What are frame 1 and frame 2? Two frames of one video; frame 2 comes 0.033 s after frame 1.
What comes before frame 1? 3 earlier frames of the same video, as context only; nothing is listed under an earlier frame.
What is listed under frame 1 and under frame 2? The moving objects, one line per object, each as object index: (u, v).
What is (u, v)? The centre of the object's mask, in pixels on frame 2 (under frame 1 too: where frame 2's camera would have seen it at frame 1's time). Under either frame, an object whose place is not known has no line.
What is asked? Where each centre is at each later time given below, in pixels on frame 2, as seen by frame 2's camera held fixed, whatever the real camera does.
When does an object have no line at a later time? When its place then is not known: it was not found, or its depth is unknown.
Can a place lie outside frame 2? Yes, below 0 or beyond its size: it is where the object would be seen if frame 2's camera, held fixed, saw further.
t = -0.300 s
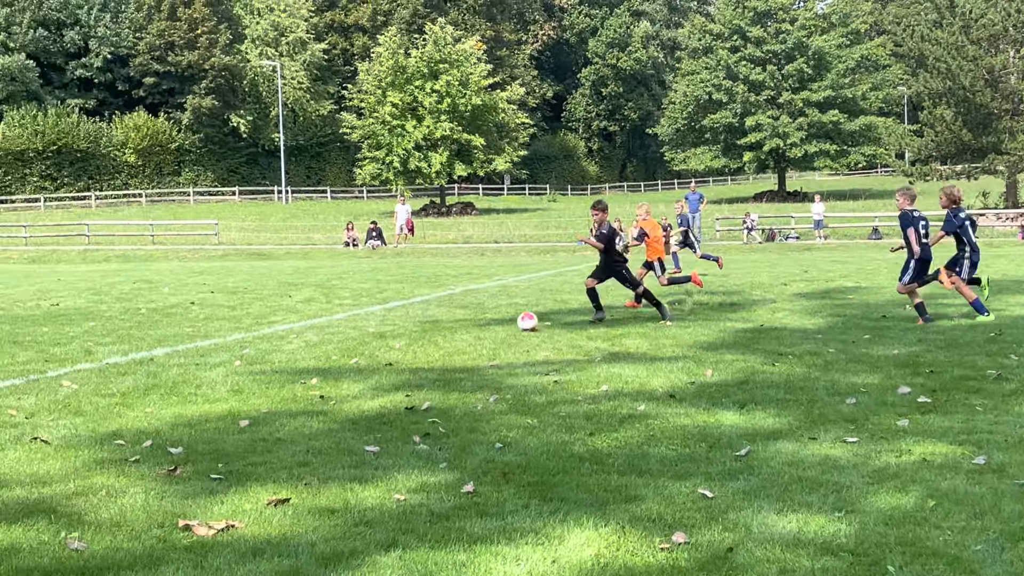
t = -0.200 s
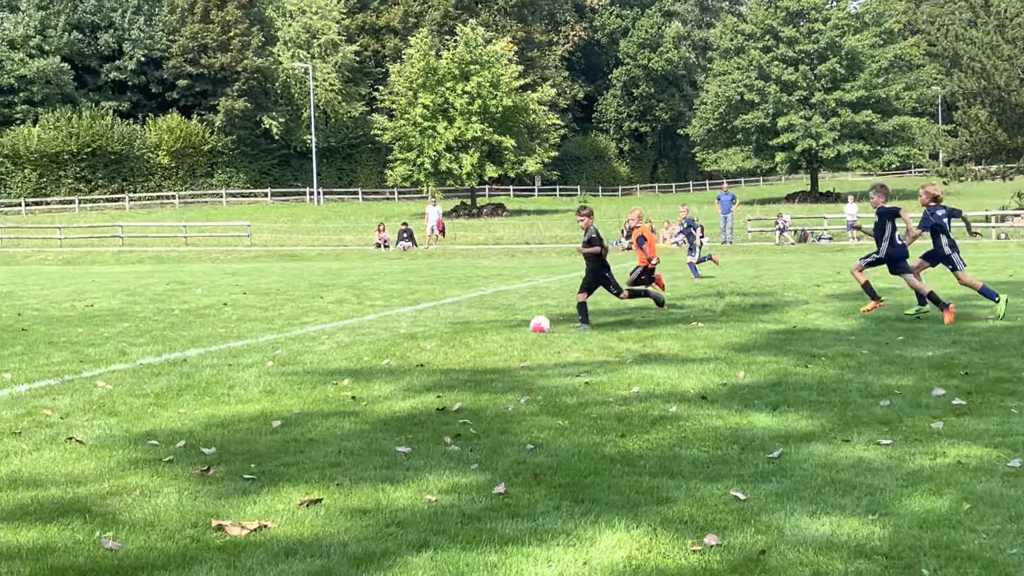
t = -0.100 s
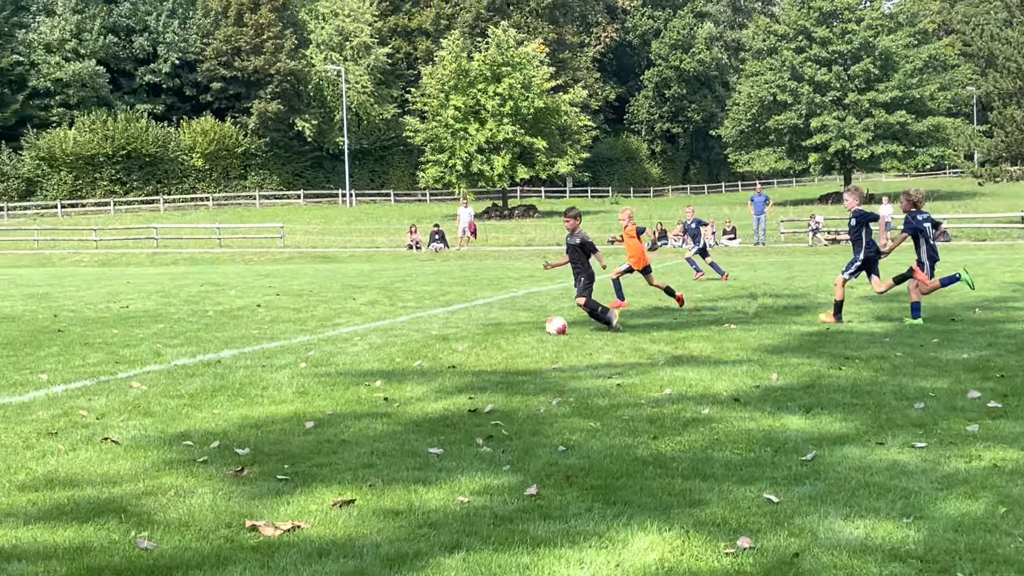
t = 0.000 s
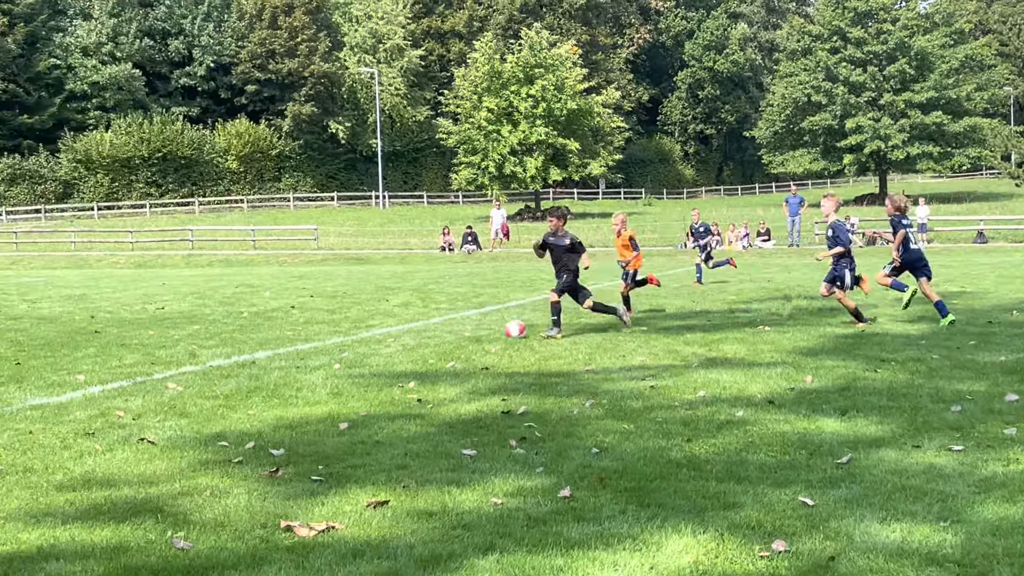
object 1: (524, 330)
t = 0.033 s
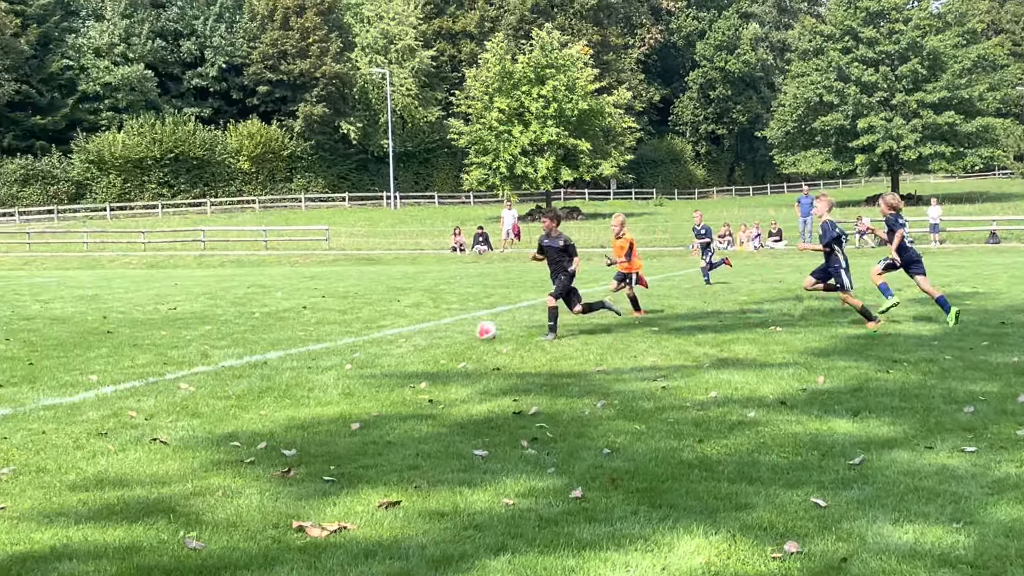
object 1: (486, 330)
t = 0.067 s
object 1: (451, 332)
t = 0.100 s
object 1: (415, 333)
